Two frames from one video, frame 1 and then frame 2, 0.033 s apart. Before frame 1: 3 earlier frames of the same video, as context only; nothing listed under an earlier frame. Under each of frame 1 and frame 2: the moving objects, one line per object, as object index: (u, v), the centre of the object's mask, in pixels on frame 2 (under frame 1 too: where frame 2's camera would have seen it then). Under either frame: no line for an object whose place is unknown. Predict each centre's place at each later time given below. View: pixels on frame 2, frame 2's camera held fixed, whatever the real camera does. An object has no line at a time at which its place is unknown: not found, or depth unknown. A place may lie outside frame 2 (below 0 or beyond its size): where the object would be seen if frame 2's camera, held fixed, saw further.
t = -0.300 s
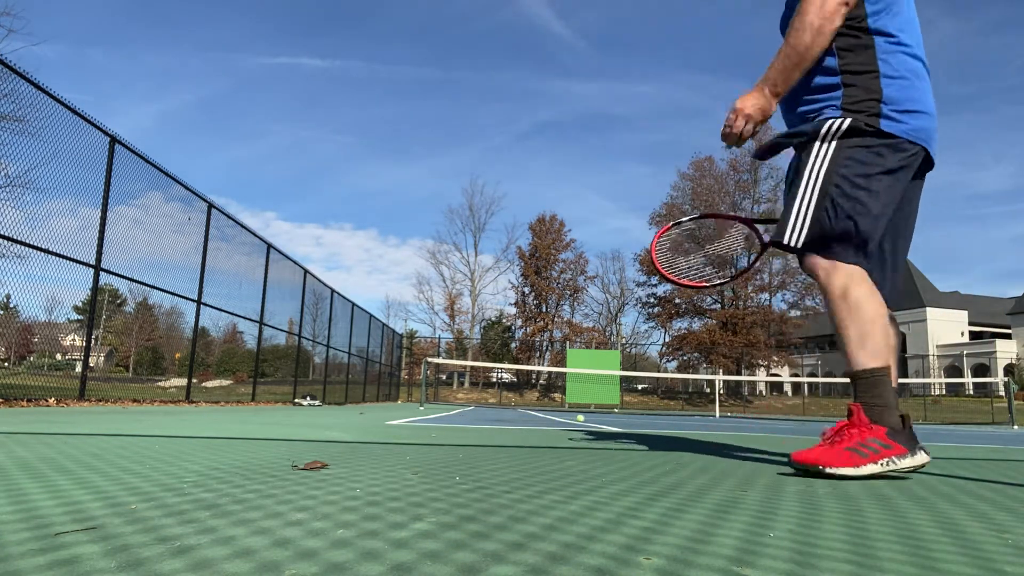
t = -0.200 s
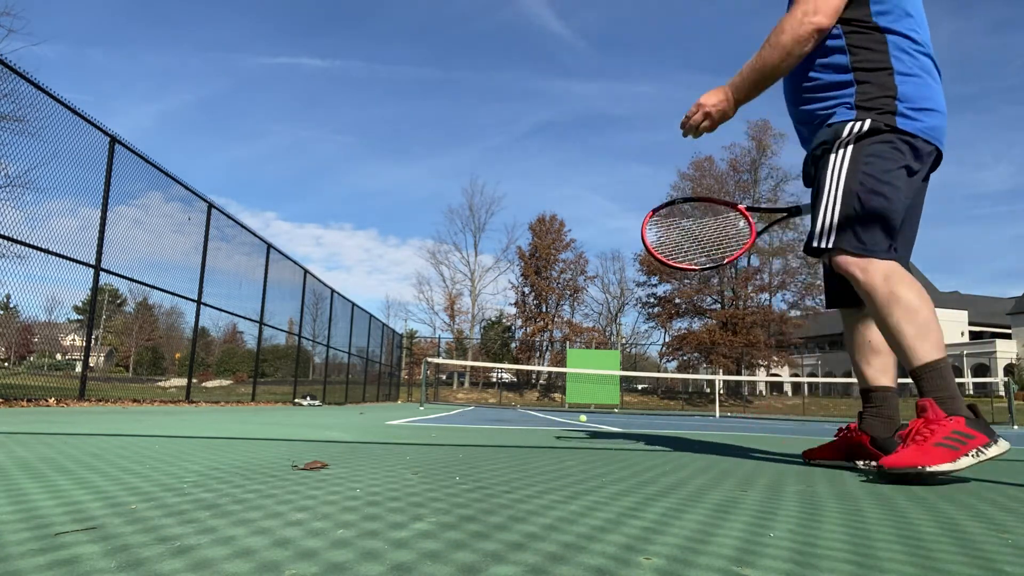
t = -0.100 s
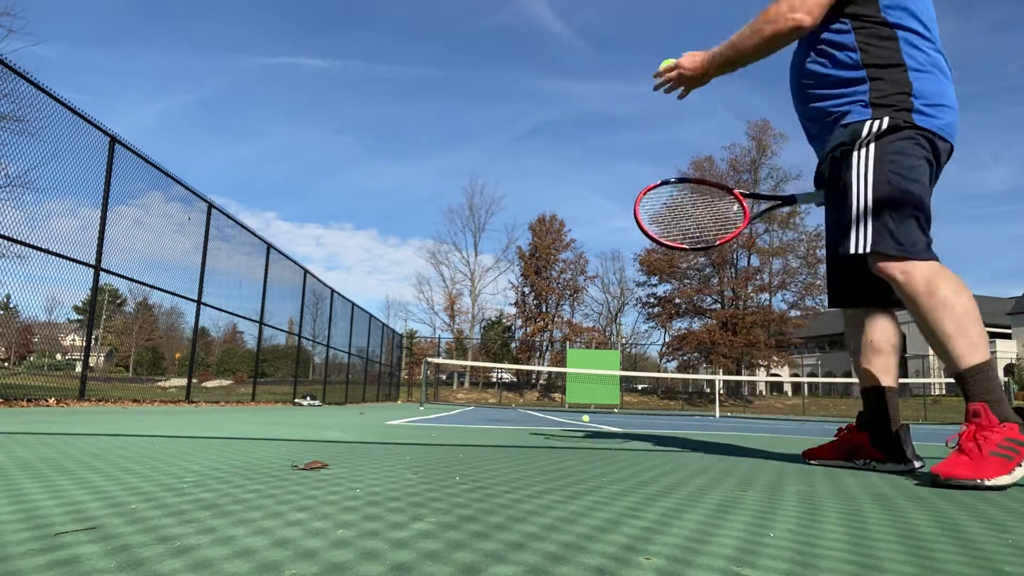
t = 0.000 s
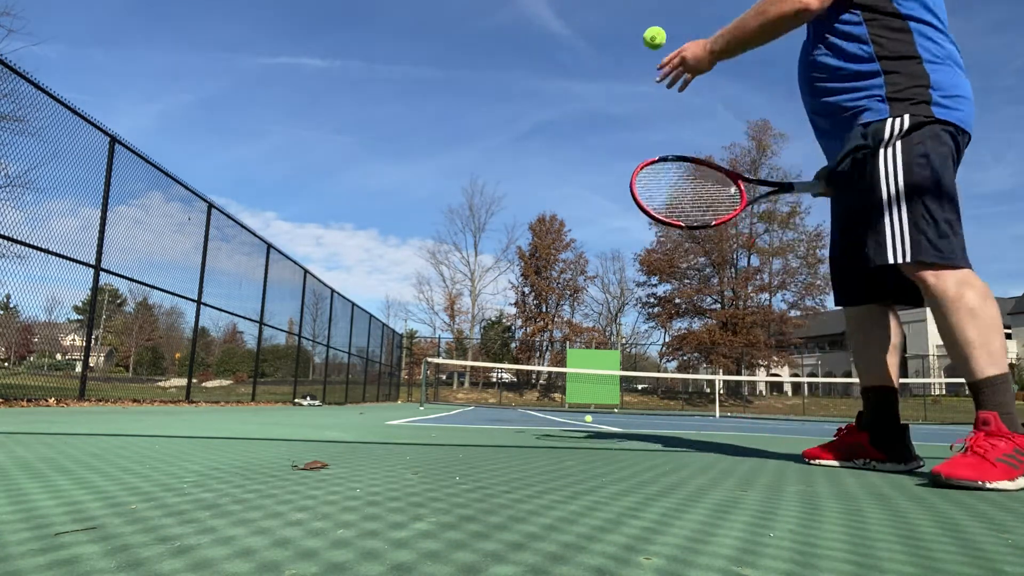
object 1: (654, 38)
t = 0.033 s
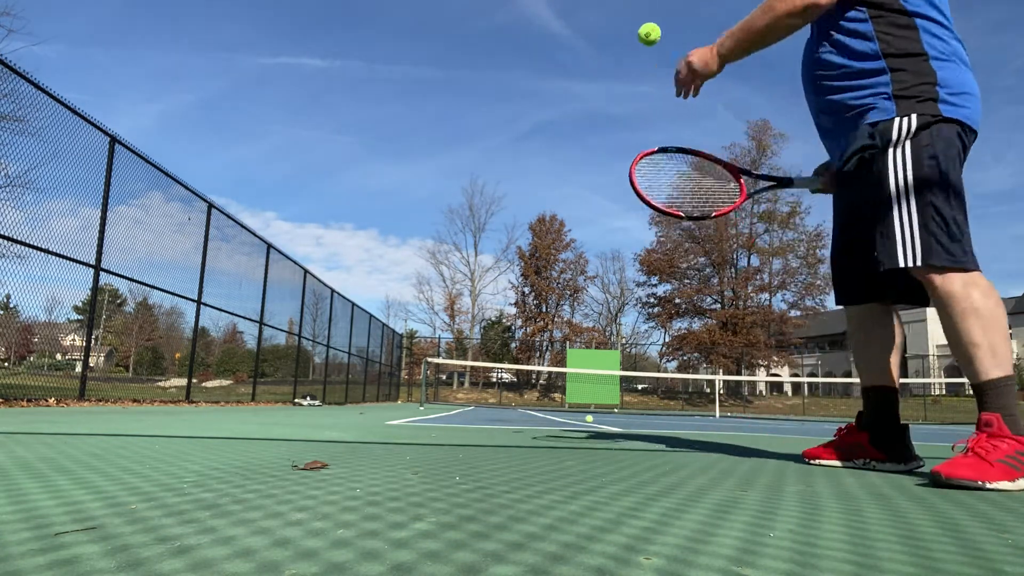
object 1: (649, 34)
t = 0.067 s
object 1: (644, 34)
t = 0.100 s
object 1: (639, 37)
